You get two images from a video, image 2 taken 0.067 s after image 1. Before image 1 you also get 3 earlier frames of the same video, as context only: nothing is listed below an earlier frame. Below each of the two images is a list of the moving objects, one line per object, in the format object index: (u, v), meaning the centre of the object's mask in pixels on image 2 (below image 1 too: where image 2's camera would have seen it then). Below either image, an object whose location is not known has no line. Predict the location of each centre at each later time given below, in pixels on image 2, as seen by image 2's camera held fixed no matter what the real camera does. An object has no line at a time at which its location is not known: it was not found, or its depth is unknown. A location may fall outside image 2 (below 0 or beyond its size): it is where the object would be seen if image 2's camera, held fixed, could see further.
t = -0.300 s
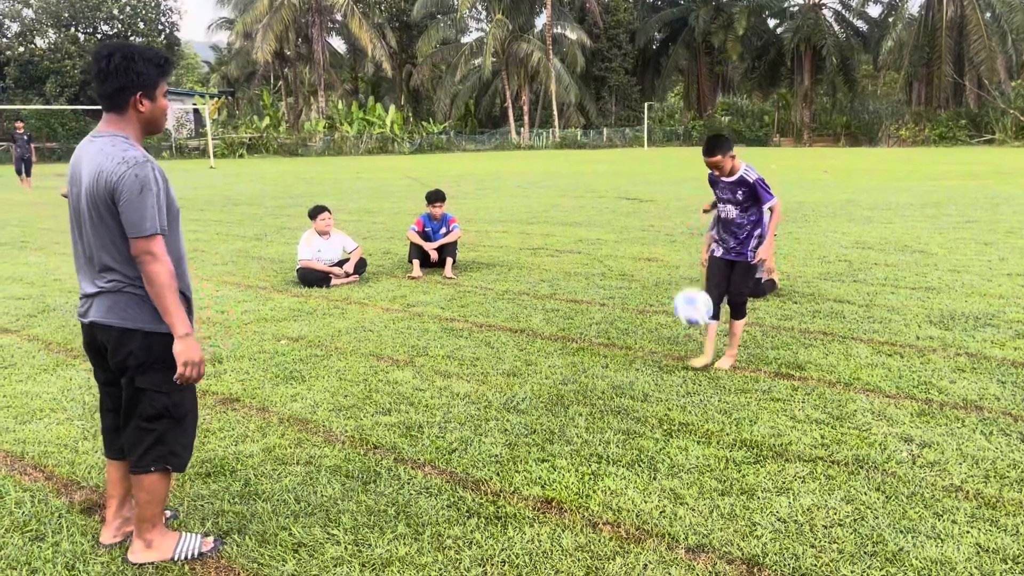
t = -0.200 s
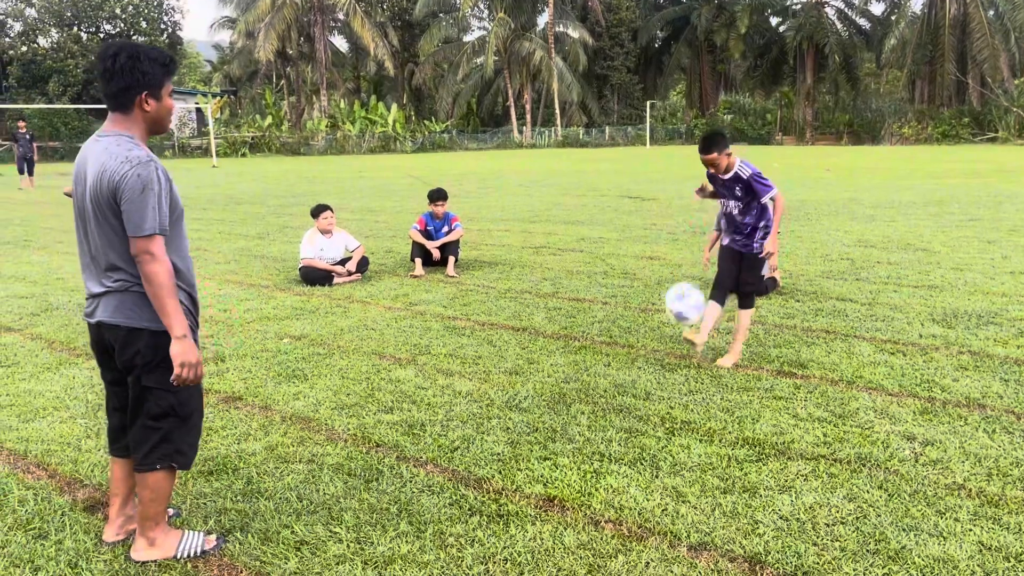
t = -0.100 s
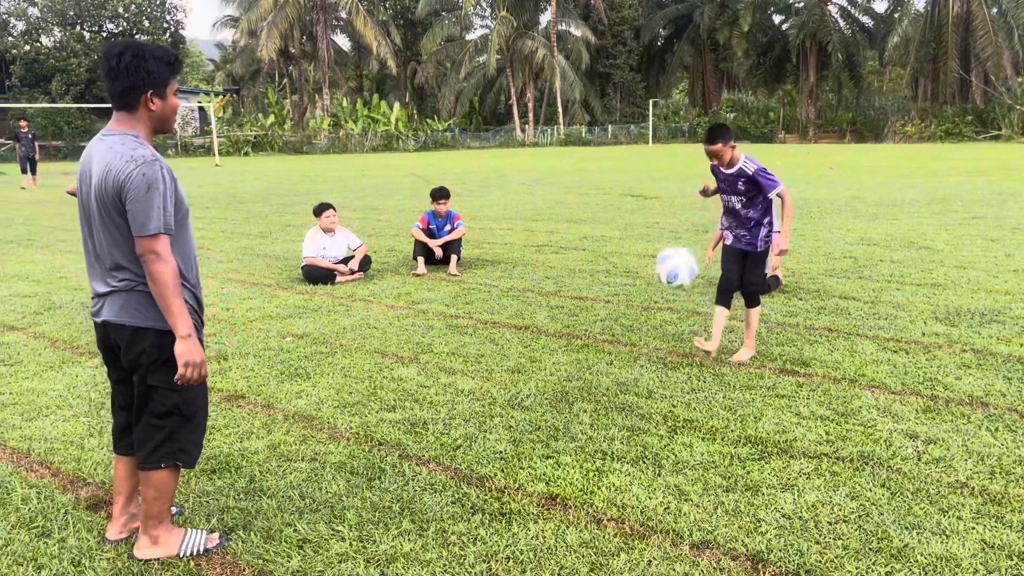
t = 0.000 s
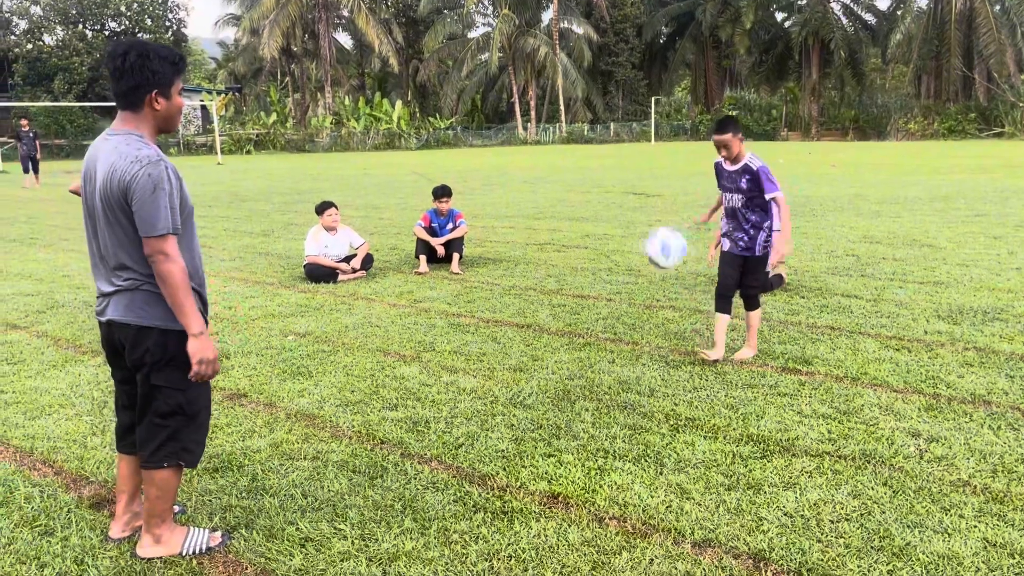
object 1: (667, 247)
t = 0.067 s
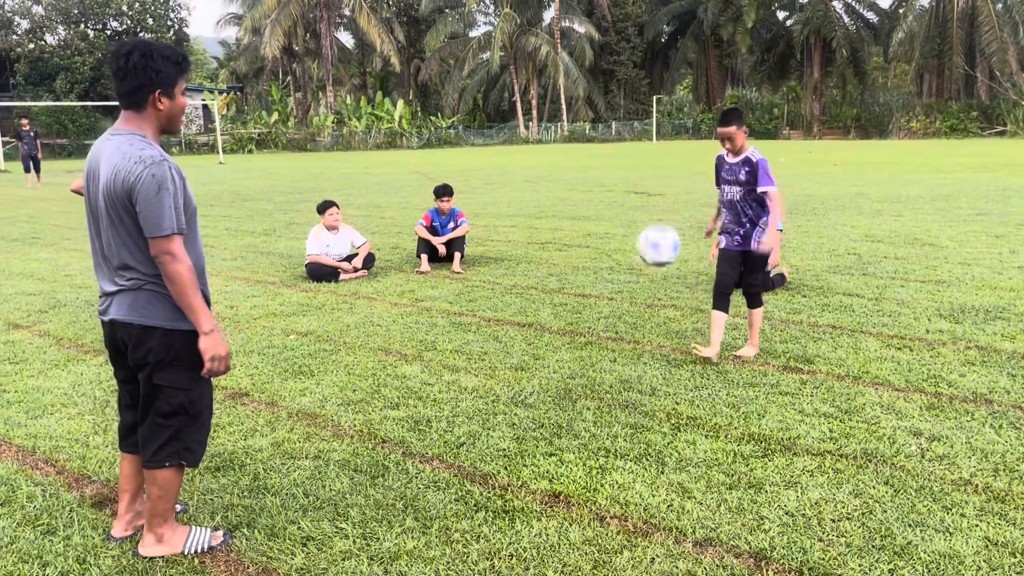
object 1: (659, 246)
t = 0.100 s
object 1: (654, 248)
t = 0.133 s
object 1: (651, 251)
